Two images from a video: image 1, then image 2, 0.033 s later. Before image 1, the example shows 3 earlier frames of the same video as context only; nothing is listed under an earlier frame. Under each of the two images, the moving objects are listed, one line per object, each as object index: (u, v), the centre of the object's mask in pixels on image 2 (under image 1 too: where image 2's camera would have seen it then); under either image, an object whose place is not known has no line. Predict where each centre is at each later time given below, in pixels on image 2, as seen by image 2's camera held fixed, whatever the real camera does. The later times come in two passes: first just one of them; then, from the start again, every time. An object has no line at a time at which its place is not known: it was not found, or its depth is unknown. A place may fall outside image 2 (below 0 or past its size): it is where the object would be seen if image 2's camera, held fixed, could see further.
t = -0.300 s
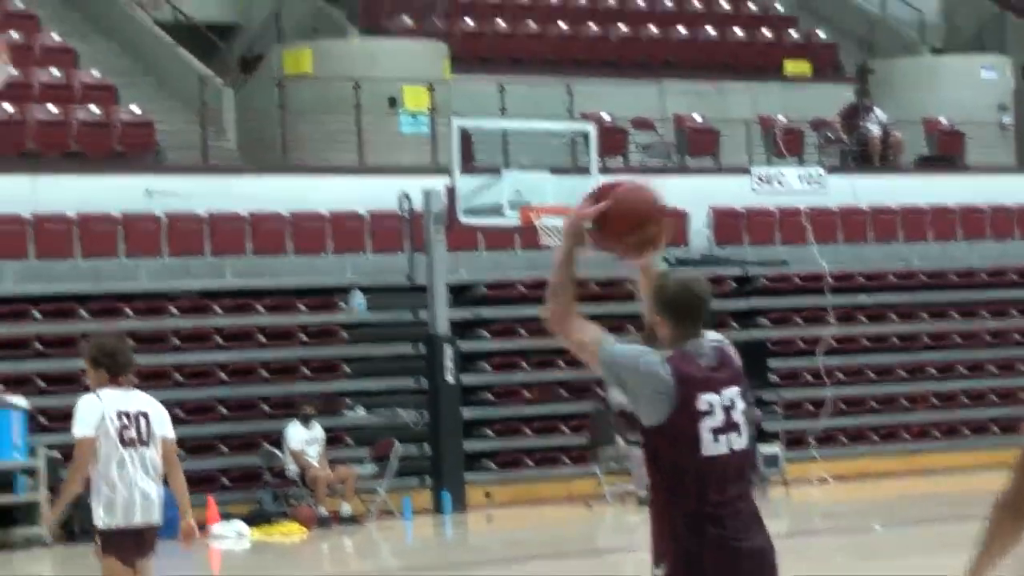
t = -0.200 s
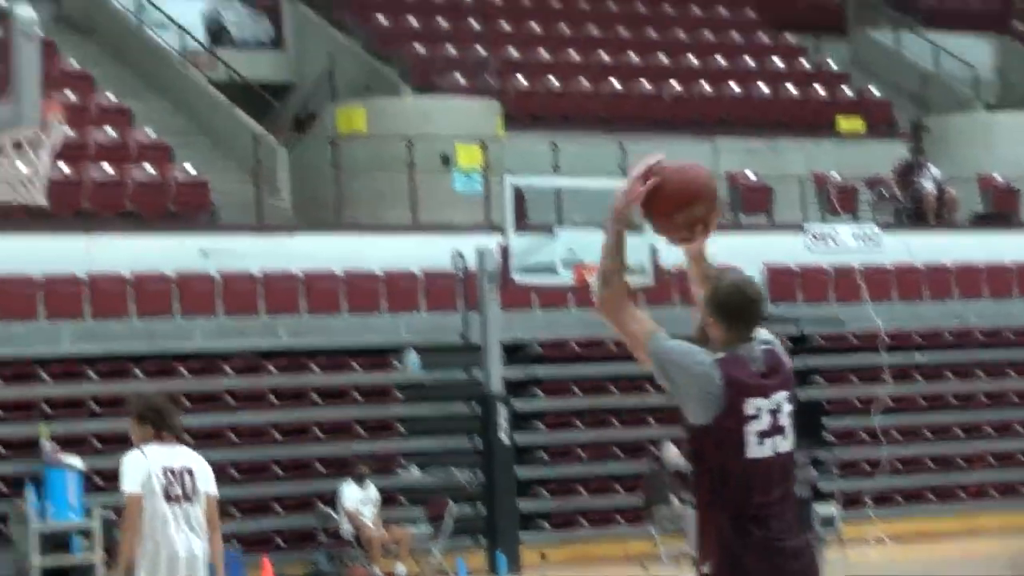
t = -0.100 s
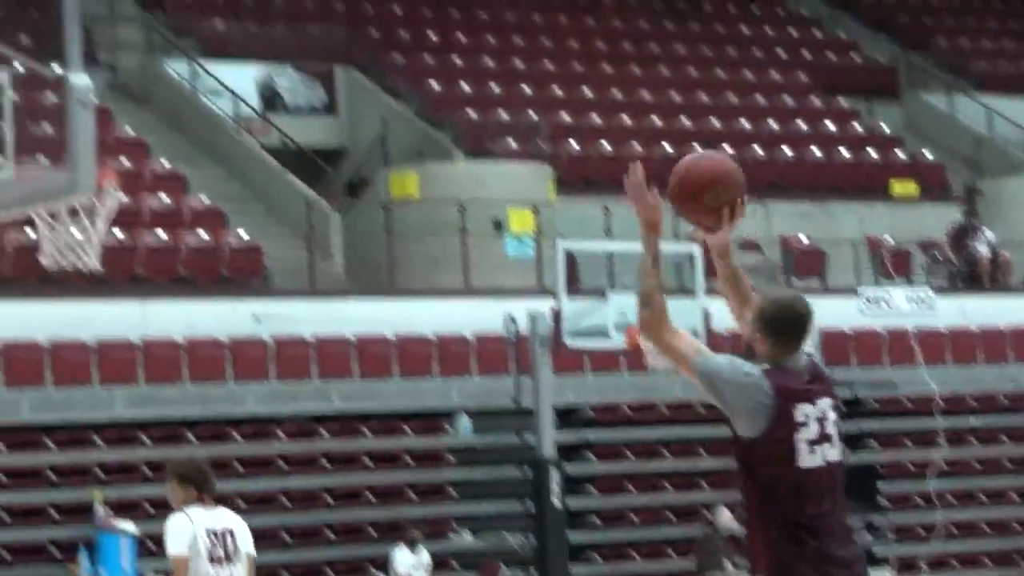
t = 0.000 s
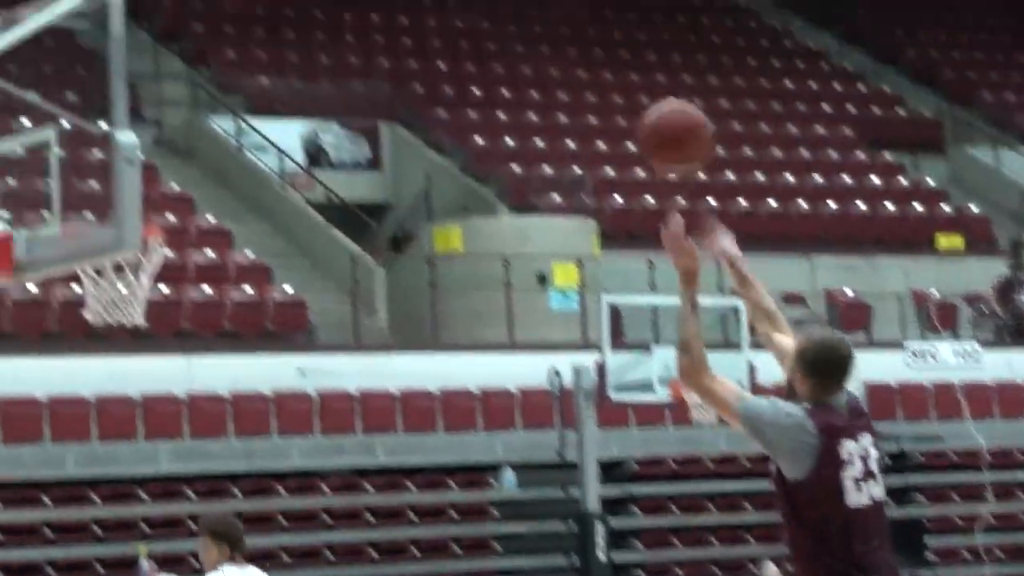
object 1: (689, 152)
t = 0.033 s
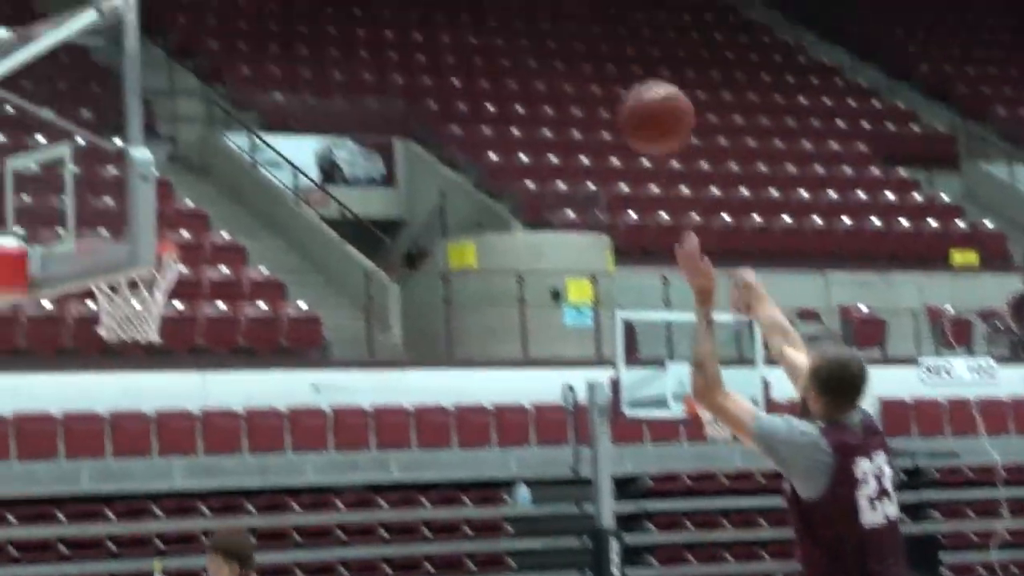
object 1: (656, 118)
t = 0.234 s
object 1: (487, -7)
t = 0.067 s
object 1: (625, 88)
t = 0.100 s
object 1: (596, 62)
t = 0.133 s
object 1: (566, 40)
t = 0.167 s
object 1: (538, 20)
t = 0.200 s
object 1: (512, 5)
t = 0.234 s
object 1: (487, -7)
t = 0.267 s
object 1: (462, -15)
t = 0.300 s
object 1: (439, -21)
